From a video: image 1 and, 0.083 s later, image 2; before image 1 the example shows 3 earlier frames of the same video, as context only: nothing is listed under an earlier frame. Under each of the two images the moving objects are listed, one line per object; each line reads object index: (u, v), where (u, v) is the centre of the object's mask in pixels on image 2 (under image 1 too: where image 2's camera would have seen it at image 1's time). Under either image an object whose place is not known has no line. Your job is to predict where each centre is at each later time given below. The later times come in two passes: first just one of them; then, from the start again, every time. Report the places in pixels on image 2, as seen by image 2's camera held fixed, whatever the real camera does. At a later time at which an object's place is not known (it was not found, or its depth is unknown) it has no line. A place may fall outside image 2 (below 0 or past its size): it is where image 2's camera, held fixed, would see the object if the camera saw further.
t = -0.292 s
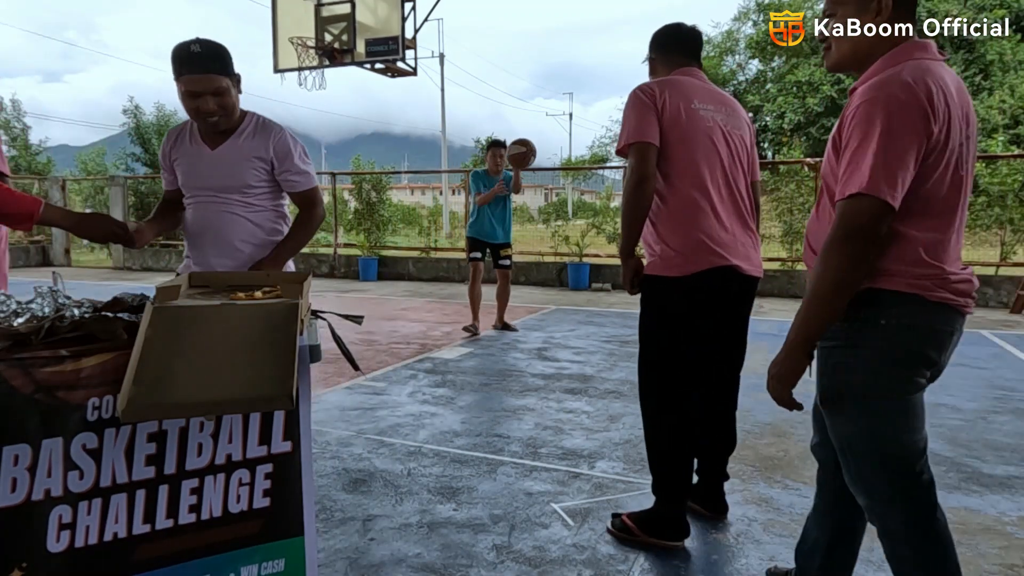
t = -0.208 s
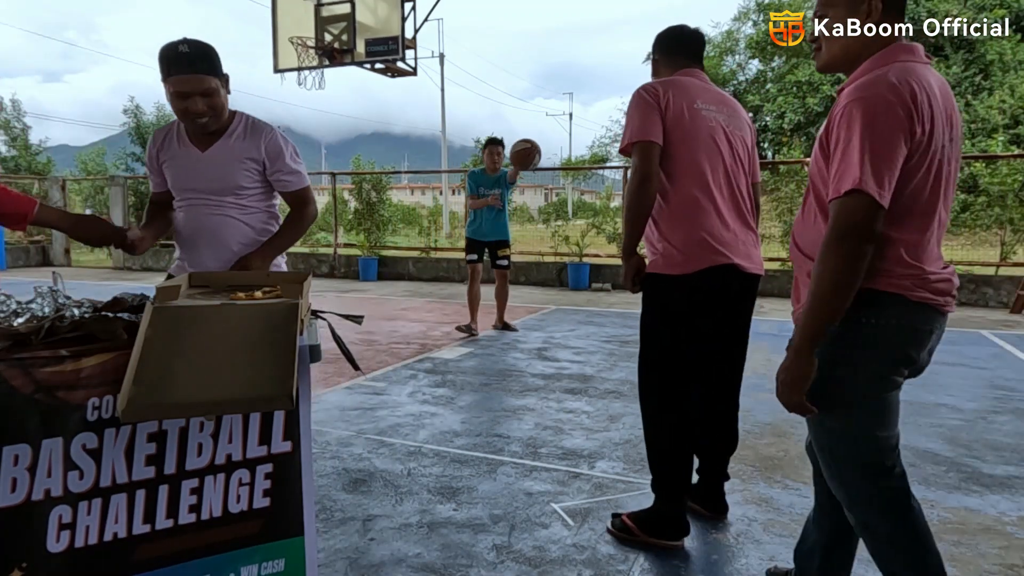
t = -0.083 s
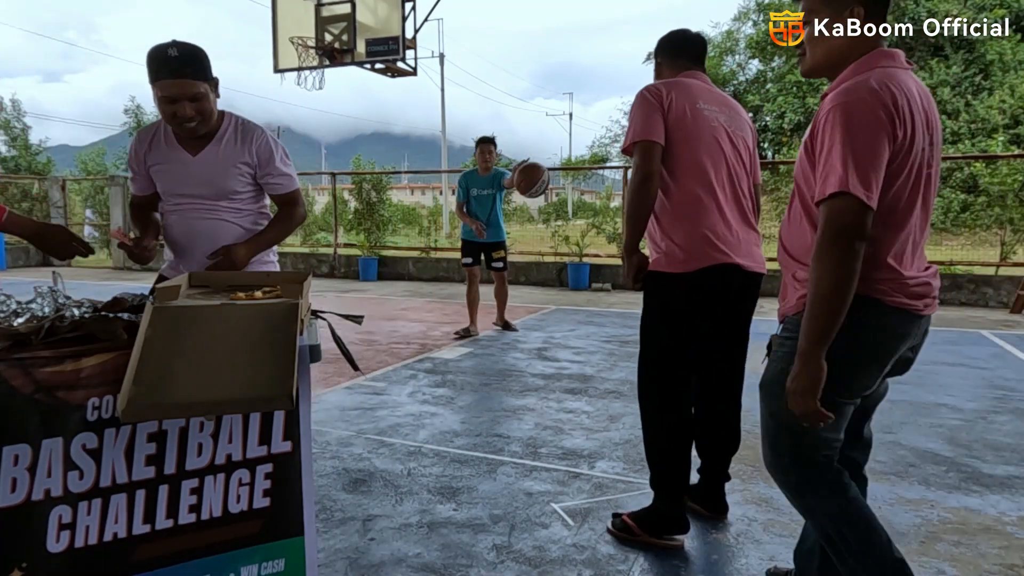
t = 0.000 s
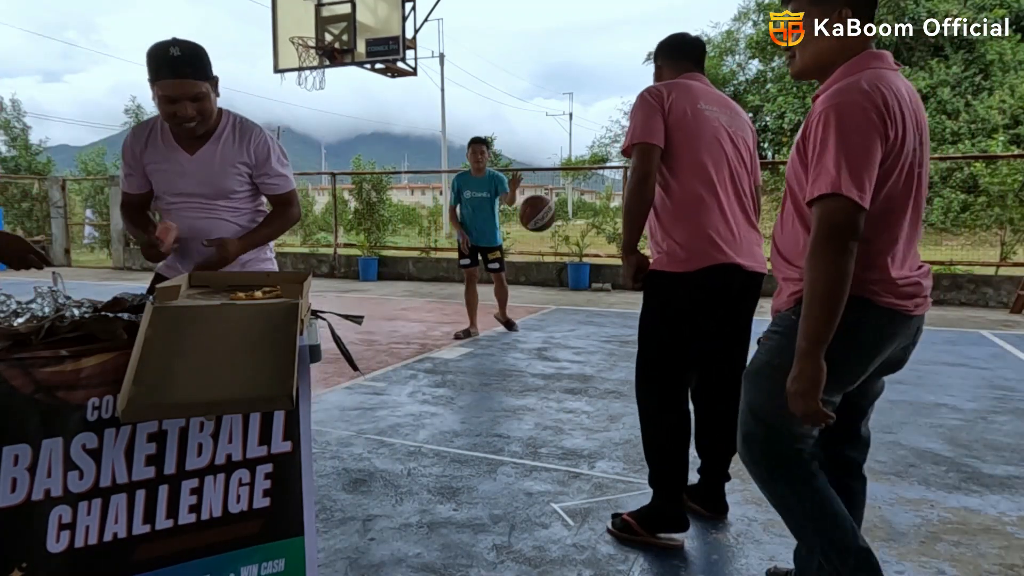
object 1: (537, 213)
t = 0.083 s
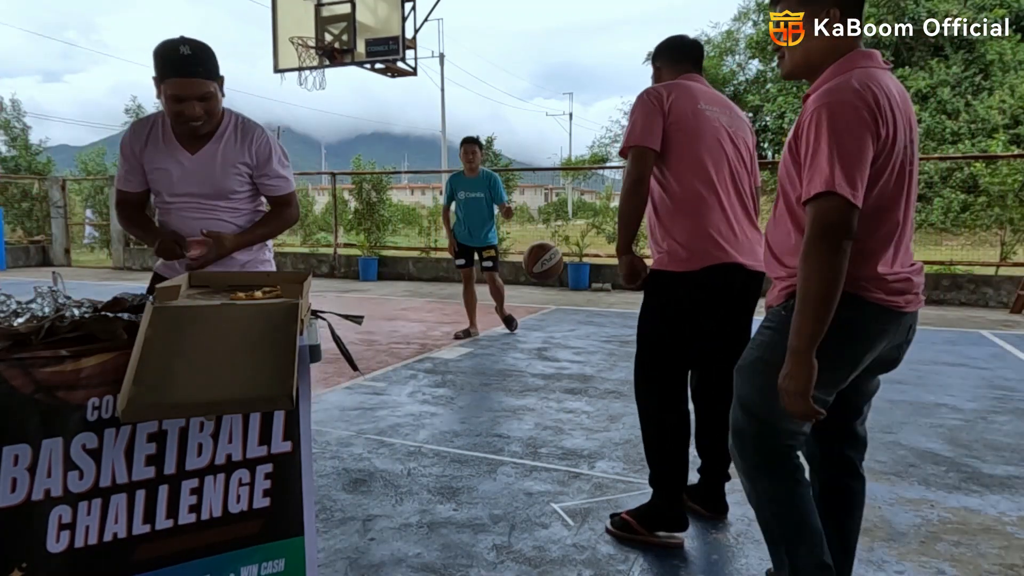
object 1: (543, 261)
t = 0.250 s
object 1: (555, 382)
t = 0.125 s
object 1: (546, 293)
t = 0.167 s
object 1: (549, 330)
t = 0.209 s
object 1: (552, 372)
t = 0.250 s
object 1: (555, 382)
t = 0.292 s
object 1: (557, 351)
